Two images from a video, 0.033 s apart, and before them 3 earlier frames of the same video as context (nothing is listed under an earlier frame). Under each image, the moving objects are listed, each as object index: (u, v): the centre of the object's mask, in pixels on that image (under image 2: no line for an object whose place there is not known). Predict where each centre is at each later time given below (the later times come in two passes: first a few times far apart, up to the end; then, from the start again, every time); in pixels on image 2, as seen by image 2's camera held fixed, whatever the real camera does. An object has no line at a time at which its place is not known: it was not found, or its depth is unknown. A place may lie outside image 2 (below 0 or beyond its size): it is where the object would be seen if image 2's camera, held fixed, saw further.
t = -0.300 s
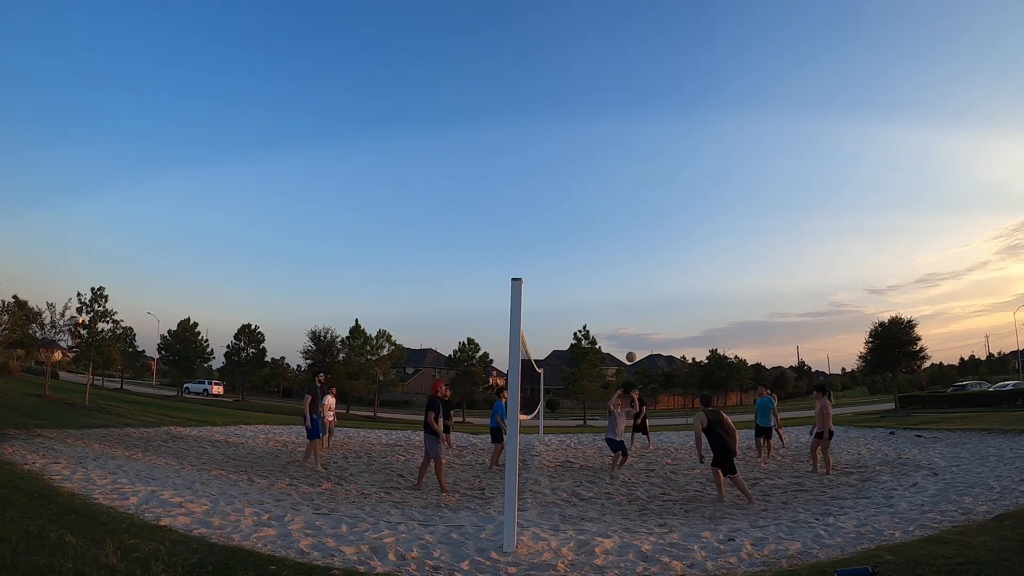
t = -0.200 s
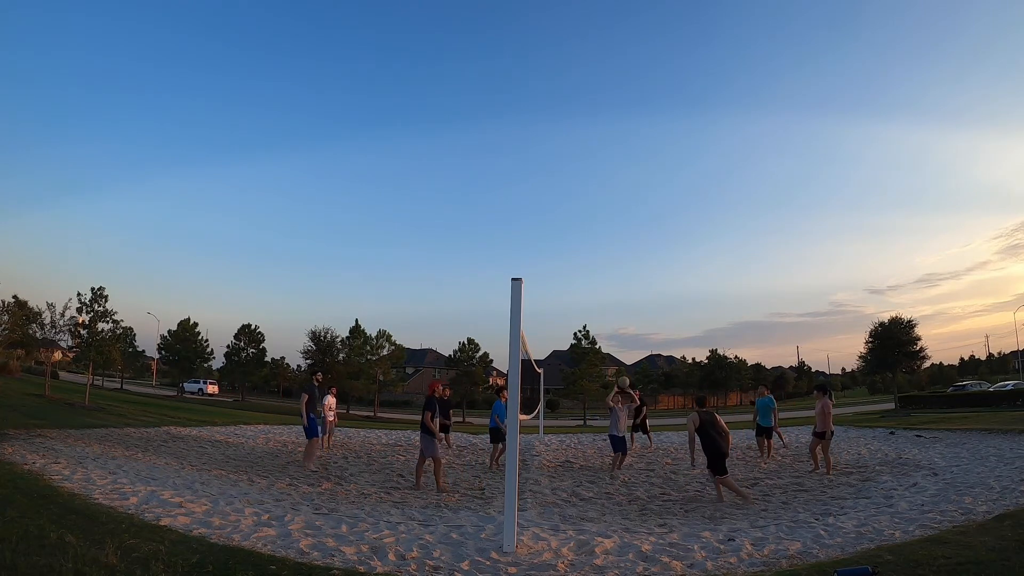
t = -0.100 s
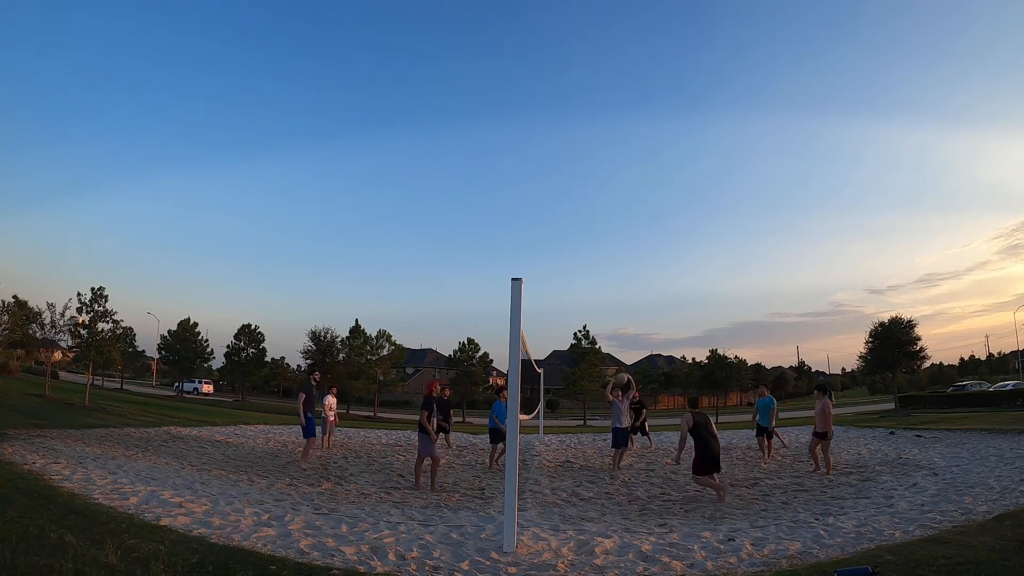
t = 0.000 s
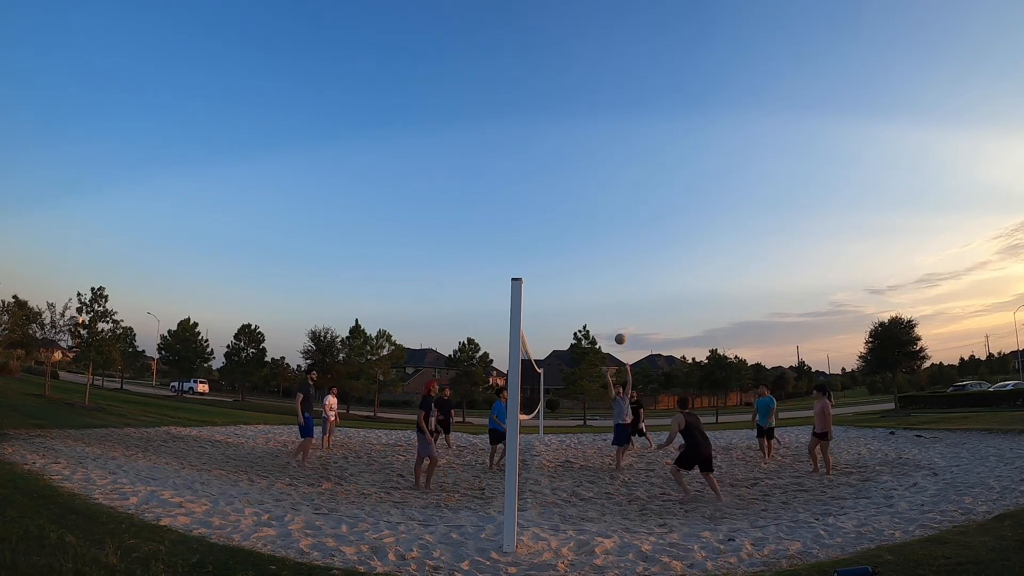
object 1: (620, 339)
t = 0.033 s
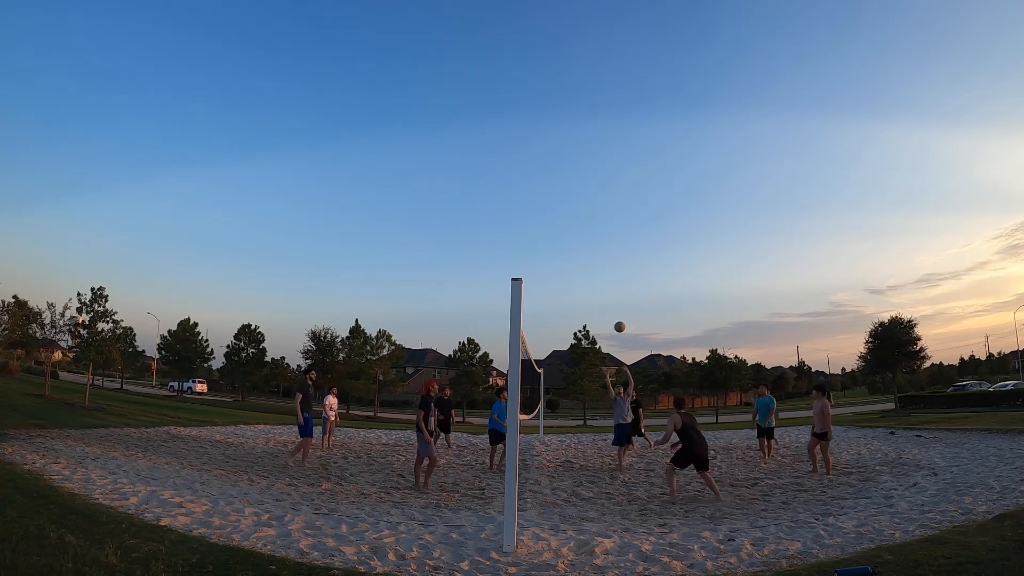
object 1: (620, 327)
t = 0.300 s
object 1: (616, 250)
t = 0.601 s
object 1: (612, 204)
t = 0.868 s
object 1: (611, 200)
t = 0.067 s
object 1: (619, 315)
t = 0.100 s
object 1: (619, 304)
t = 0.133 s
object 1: (618, 294)
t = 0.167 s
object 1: (618, 284)
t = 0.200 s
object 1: (617, 274)
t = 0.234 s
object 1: (617, 266)
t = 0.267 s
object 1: (616, 257)
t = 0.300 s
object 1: (616, 250)
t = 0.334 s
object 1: (615, 242)
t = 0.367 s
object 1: (615, 236)
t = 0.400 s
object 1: (615, 229)
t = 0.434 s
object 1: (614, 224)
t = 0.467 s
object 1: (614, 219)
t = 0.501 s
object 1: (613, 214)
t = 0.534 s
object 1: (613, 210)
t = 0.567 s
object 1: (613, 207)
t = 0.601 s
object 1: (612, 204)
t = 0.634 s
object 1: (612, 202)
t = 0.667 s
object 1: (612, 200)
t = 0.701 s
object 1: (612, 198)
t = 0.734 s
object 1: (611, 198)
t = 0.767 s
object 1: (611, 197)
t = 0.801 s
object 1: (611, 198)
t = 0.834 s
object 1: (611, 199)
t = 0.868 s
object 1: (611, 200)
